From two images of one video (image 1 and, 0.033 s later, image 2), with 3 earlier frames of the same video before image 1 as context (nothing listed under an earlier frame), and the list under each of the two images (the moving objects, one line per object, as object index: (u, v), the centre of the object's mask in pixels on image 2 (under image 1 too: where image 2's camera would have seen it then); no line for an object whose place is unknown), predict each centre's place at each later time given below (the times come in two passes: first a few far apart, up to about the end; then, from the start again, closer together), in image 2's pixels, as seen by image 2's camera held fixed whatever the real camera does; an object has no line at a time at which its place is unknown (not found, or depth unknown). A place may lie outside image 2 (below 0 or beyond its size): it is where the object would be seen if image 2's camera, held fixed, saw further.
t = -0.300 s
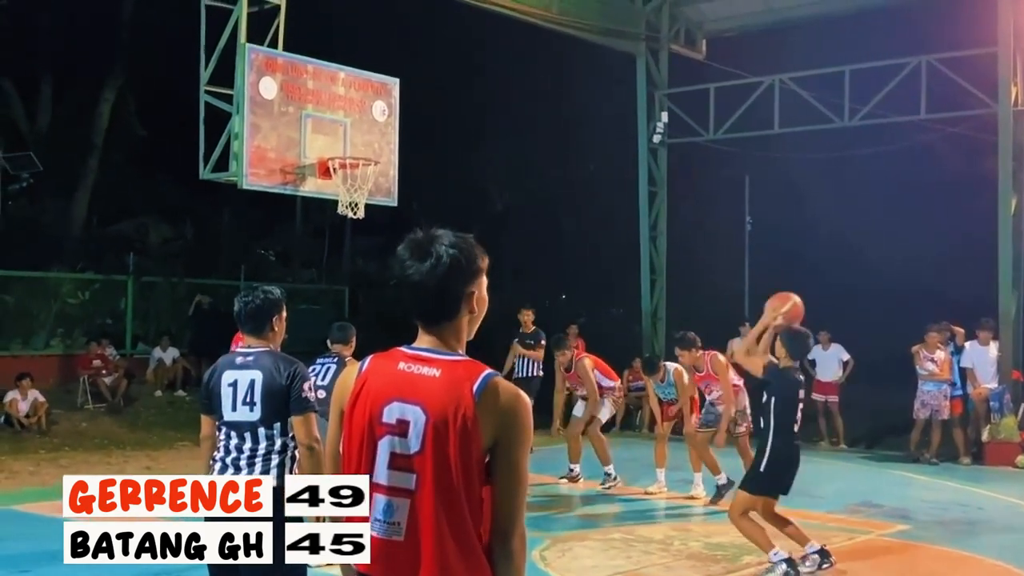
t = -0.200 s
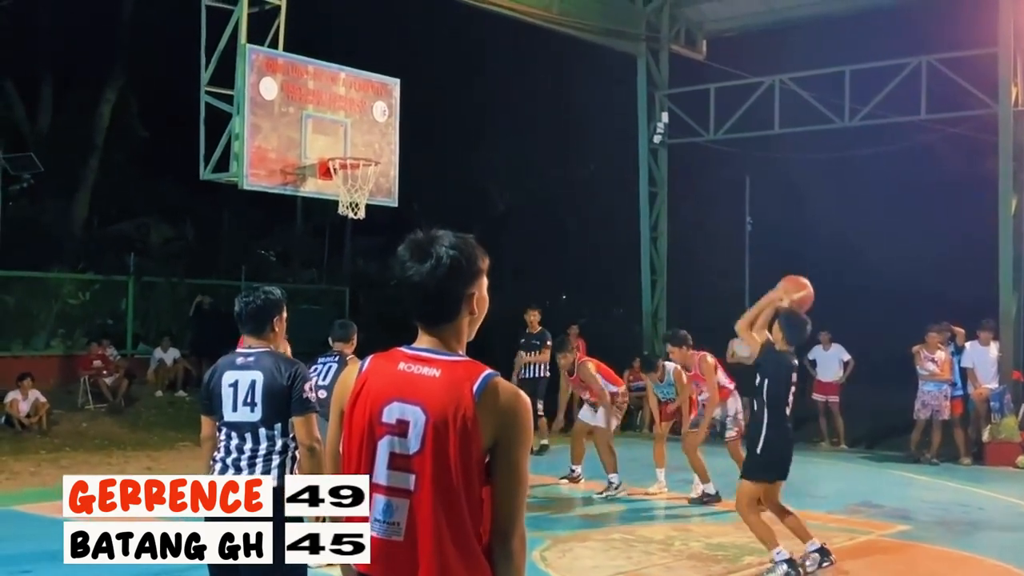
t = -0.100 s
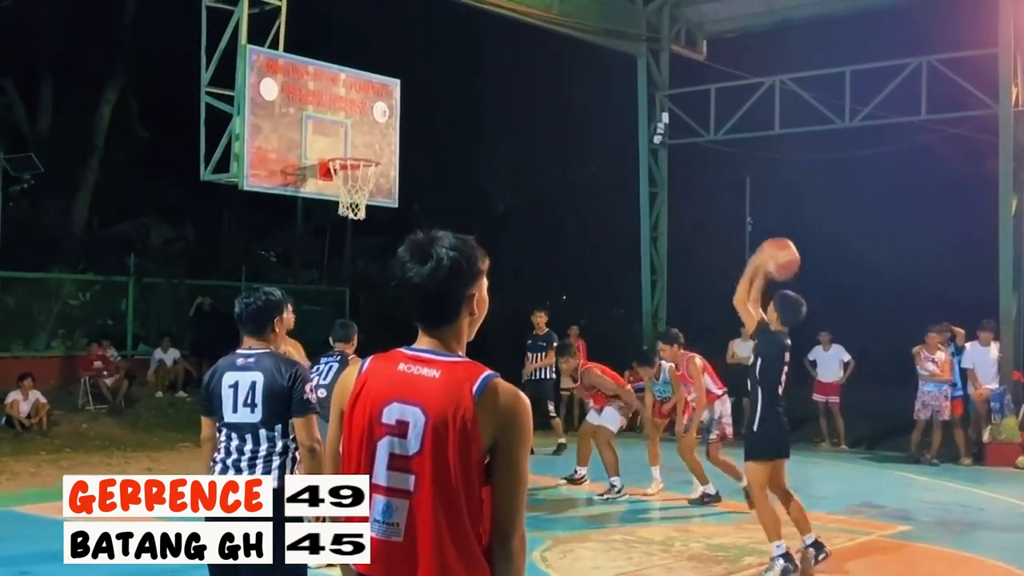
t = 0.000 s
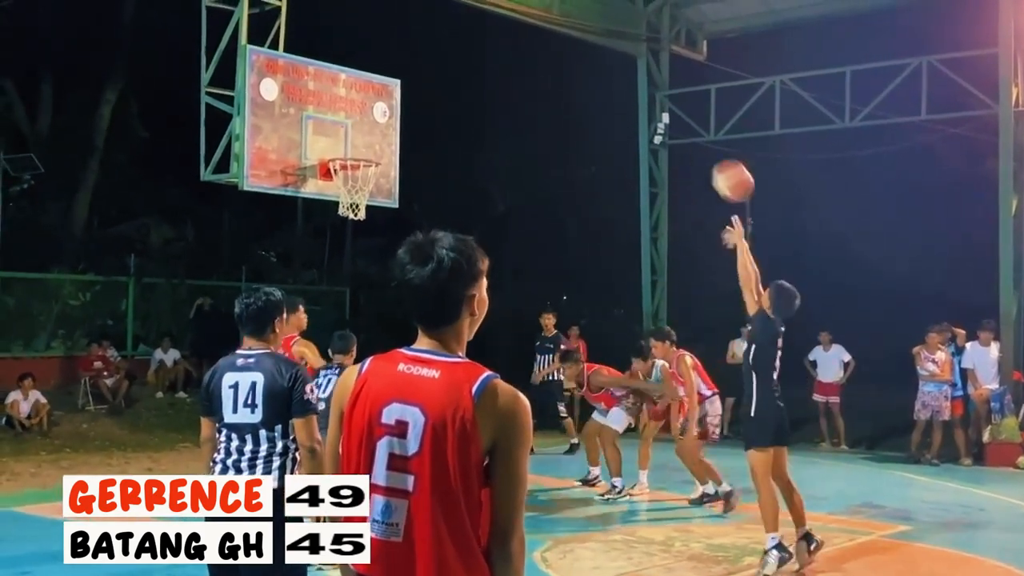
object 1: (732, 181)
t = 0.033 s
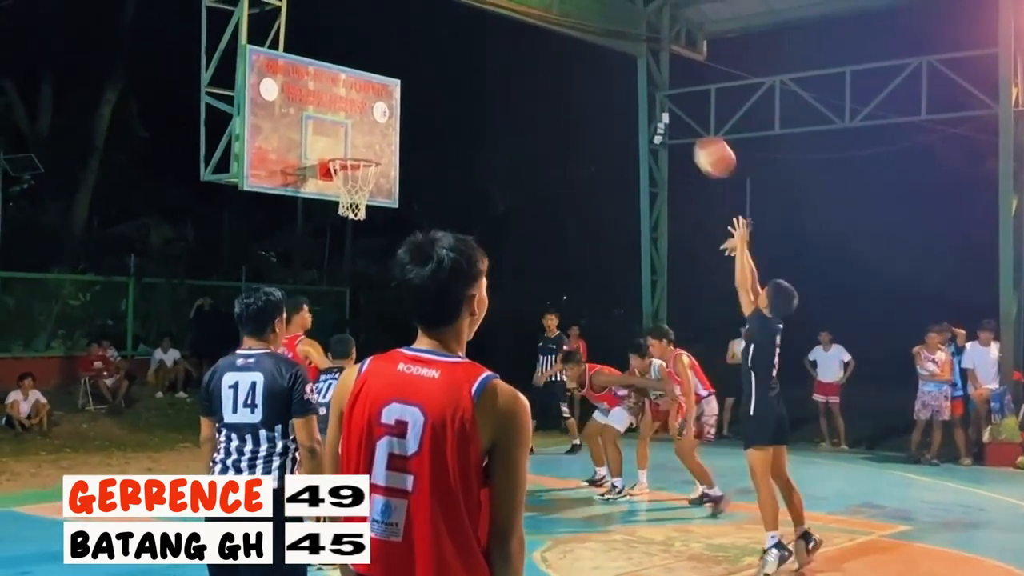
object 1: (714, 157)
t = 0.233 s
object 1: (616, 57)
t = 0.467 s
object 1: (516, 21)
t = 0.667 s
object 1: (442, 42)
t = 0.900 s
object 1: (364, 119)
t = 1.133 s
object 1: (391, 119)
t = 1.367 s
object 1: (448, 111)
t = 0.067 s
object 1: (697, 135)
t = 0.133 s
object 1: (664, 98)
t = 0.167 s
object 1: (647, 83)
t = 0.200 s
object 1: (631, 69)
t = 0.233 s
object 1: (616, 57)
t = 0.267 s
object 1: (600, 47)
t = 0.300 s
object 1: (585, 39)
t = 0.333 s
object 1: (571, 32)
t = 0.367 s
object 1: (557, 27)
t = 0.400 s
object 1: (543, 23)
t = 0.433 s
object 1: (530, 21)
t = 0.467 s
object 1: (516, 21)
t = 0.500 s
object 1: (503, 21)
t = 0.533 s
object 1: (491, 23)
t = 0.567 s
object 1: (478, 26)
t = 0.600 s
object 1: (465, 30)
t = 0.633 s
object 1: (454, 35)
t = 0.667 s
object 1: (442, 42)
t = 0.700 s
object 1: (430, 50)
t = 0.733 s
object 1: (419, 59)
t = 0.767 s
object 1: (408, 68)
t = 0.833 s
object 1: (387, 92)
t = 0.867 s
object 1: (375, 104)
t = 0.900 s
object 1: (364, 119)
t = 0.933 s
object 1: (354, 134)
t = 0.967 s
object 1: (347, 147)
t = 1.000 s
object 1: (354, 151)
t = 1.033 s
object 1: (363, 142)
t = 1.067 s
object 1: (369, 133)
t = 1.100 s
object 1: (379, 128)
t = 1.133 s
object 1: (391, 119)
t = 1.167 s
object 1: (398, 114)
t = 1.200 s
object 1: (406, 110)
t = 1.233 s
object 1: (414, 108)
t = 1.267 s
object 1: (422, 107)
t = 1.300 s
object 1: (431, 107)
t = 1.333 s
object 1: (440, 108)
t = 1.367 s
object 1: (448, 111)
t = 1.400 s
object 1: (457, 114)
